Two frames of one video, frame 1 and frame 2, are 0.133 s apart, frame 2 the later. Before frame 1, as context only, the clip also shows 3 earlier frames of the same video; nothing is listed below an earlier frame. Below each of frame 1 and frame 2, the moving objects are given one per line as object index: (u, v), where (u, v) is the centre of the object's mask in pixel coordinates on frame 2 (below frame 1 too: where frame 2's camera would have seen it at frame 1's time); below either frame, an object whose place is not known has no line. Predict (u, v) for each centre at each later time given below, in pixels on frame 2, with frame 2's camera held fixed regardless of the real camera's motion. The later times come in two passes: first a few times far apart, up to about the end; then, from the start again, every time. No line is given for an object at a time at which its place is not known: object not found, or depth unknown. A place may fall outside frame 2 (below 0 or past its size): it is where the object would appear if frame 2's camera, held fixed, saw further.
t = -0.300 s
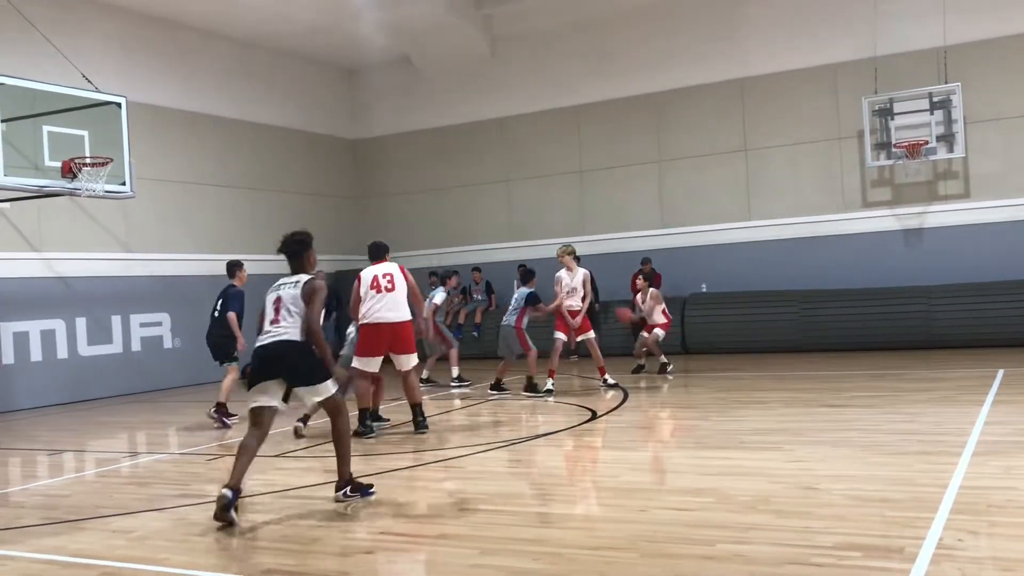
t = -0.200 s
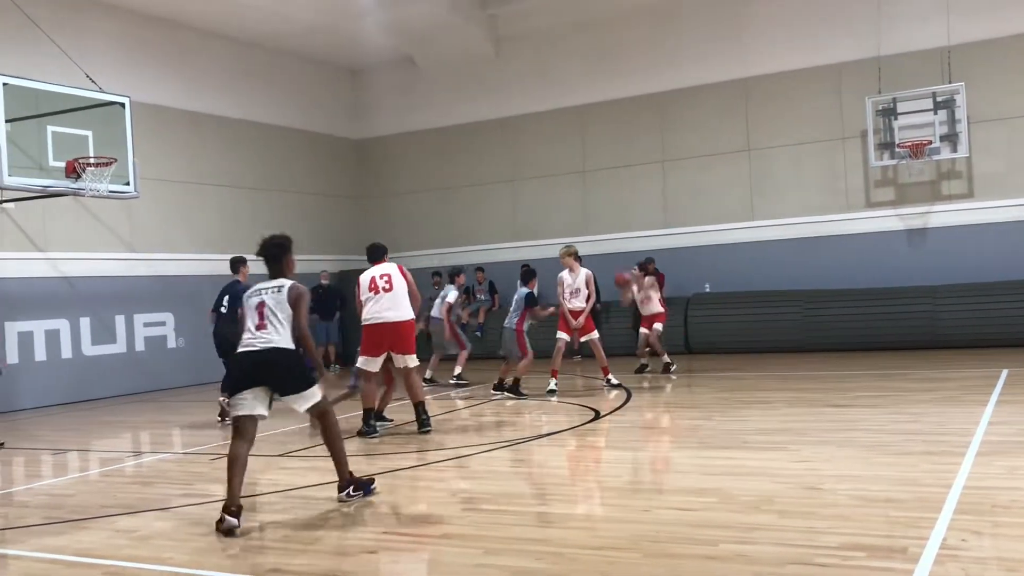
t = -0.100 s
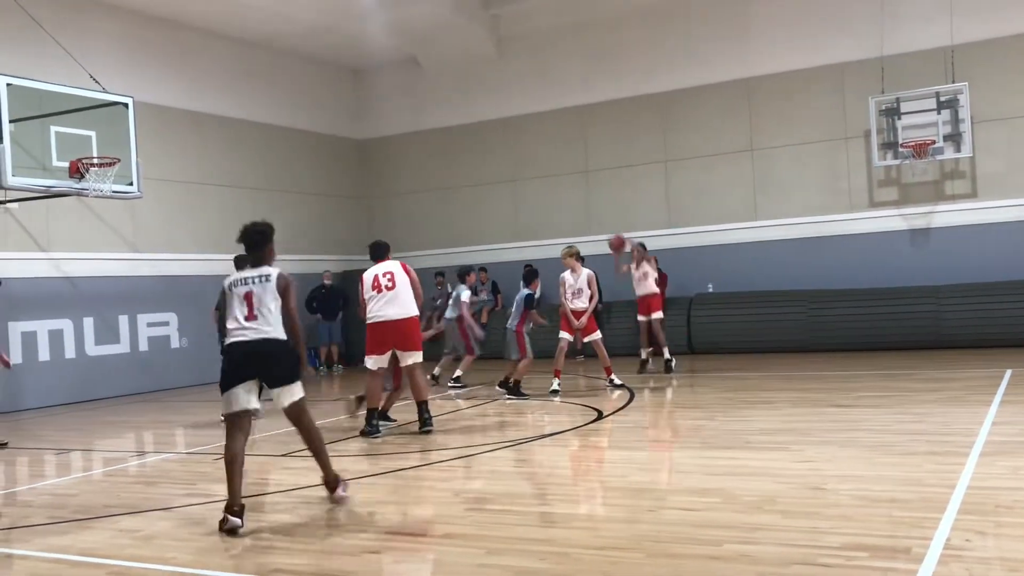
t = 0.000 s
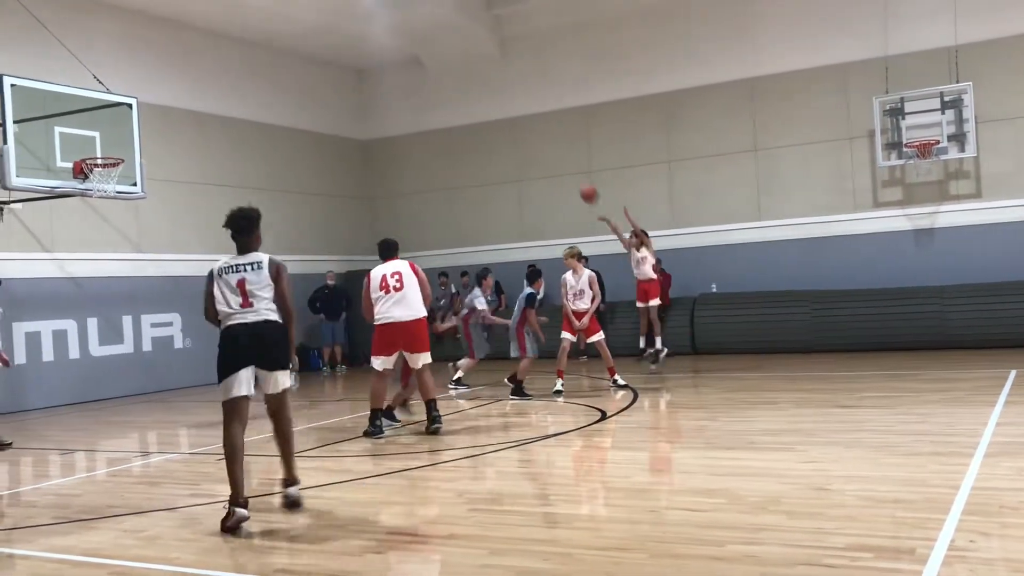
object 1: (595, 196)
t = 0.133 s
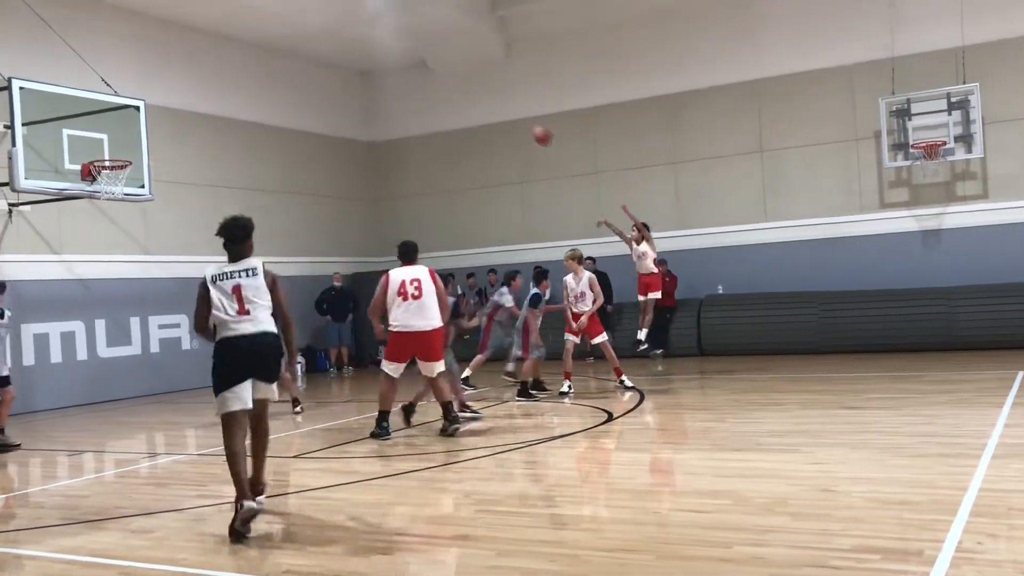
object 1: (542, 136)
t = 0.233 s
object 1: (503, 99)
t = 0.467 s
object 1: (412, 39)
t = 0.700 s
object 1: (317, 20)
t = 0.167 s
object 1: (530, 125)
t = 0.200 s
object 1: (516, 111)
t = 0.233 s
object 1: (503, 99)
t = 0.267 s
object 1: (490, 88)
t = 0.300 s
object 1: (477, 78)
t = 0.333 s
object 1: (464, 68)
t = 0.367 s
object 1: (451, 60)
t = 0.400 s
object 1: (437, 52)
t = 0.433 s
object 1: (425, 45)
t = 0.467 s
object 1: (412, 39)
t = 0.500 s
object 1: (399, 34)
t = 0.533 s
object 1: (386, 29)
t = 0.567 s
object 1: (372, 26)
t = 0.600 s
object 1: (358, 23)
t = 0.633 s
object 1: (344, 21)
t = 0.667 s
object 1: (331, 20)
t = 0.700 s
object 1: (317, 20)
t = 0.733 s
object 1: (304, 21)
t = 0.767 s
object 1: (291, 22)
